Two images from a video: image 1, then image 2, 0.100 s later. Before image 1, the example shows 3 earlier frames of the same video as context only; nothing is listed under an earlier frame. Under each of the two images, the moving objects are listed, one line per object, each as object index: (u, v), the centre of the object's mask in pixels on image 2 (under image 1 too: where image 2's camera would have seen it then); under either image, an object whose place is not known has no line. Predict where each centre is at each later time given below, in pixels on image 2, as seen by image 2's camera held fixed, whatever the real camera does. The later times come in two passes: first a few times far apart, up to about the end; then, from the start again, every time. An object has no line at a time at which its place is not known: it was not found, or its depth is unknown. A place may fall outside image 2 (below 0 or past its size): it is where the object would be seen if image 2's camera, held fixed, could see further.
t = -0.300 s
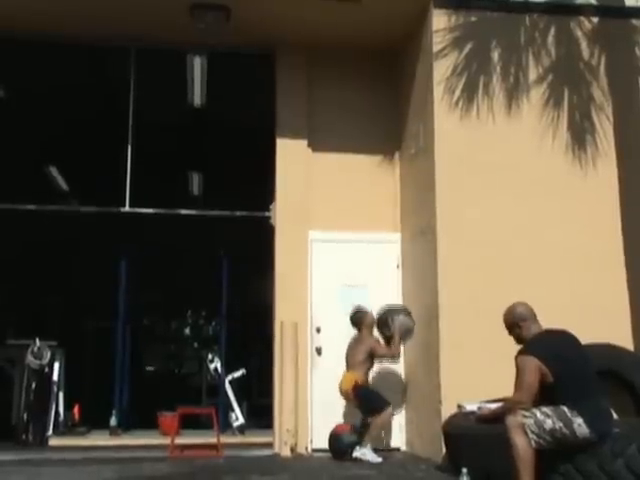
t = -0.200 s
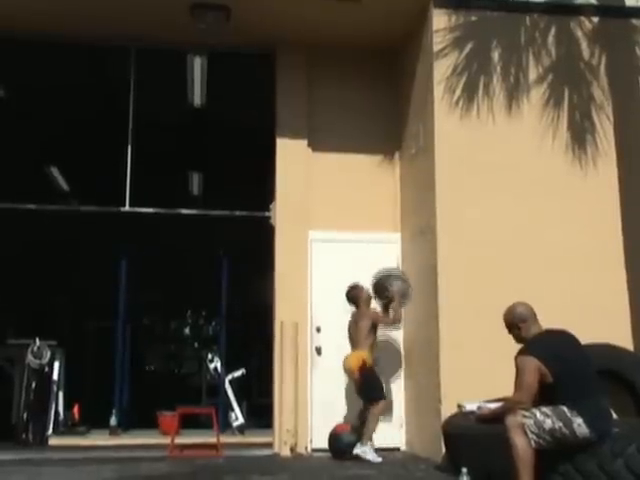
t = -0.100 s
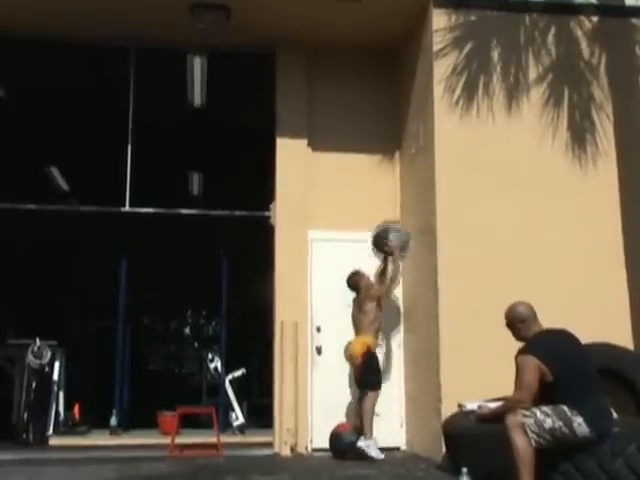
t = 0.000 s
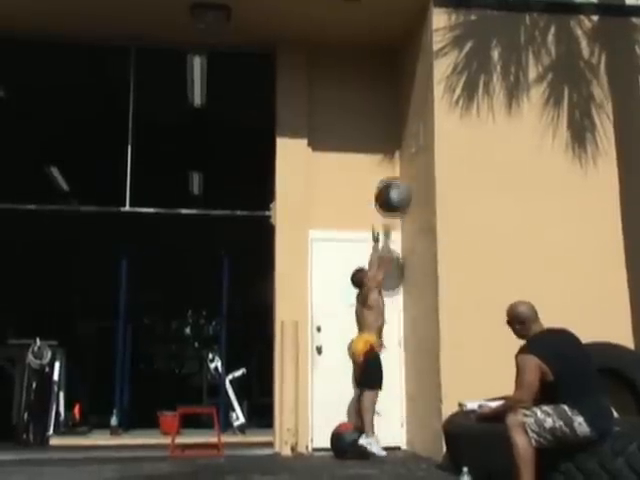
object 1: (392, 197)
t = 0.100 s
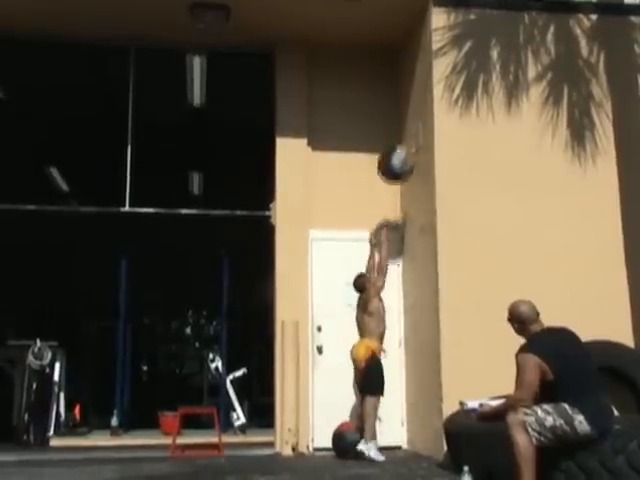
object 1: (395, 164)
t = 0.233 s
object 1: (401, 136)
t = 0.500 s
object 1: (394, 143)
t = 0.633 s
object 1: (391, 170)
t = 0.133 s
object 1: (397, 155)
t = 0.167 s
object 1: (398, 148)
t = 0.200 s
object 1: (400, 141)
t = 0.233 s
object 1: (401, 136)
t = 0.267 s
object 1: (400, 132)
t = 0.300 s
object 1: (400, 131)
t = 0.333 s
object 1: (399, 130)
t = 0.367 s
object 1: (398, 131)
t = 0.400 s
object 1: (397, 132)
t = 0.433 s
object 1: (396, 134)
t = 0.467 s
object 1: (395, 138)
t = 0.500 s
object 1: (394, 143)
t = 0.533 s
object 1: (393, 148)
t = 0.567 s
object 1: (393, 154)
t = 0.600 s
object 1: (392, 162)
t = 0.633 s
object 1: (391, 170)
